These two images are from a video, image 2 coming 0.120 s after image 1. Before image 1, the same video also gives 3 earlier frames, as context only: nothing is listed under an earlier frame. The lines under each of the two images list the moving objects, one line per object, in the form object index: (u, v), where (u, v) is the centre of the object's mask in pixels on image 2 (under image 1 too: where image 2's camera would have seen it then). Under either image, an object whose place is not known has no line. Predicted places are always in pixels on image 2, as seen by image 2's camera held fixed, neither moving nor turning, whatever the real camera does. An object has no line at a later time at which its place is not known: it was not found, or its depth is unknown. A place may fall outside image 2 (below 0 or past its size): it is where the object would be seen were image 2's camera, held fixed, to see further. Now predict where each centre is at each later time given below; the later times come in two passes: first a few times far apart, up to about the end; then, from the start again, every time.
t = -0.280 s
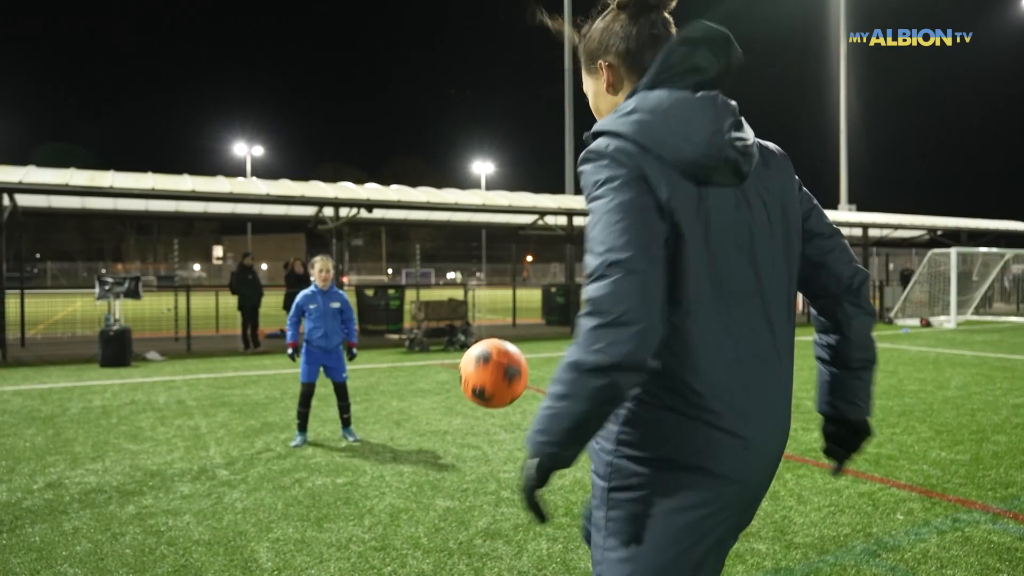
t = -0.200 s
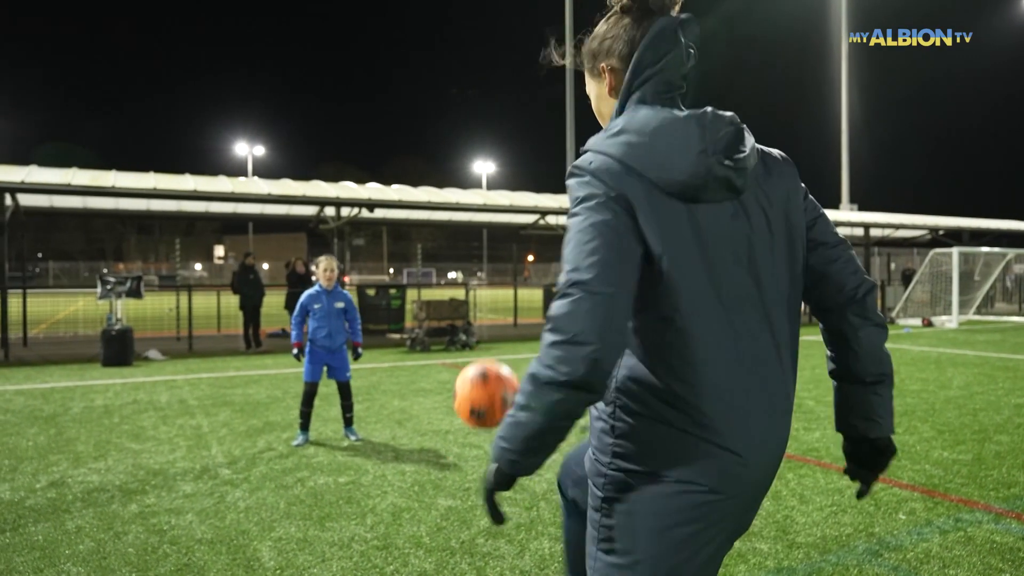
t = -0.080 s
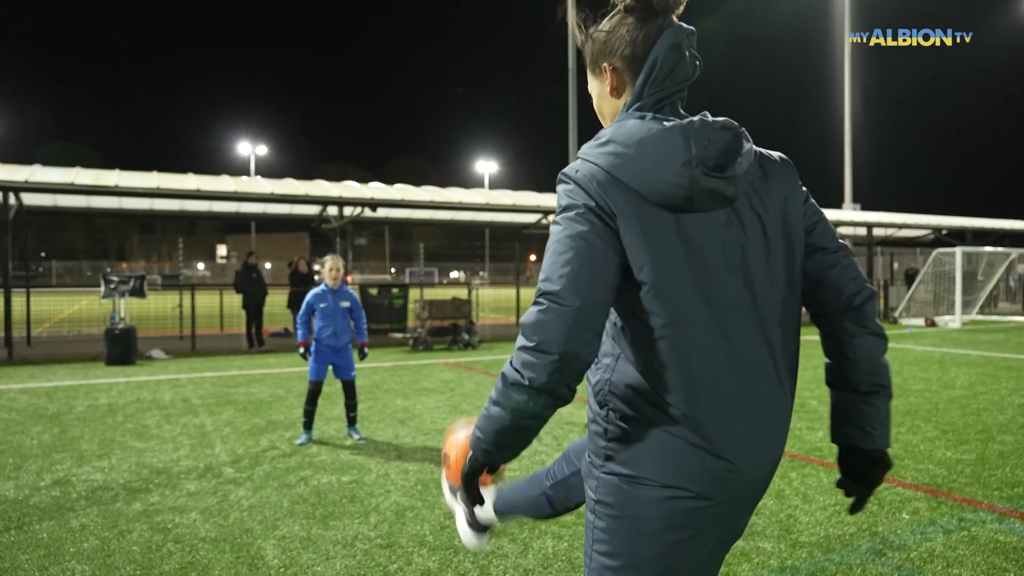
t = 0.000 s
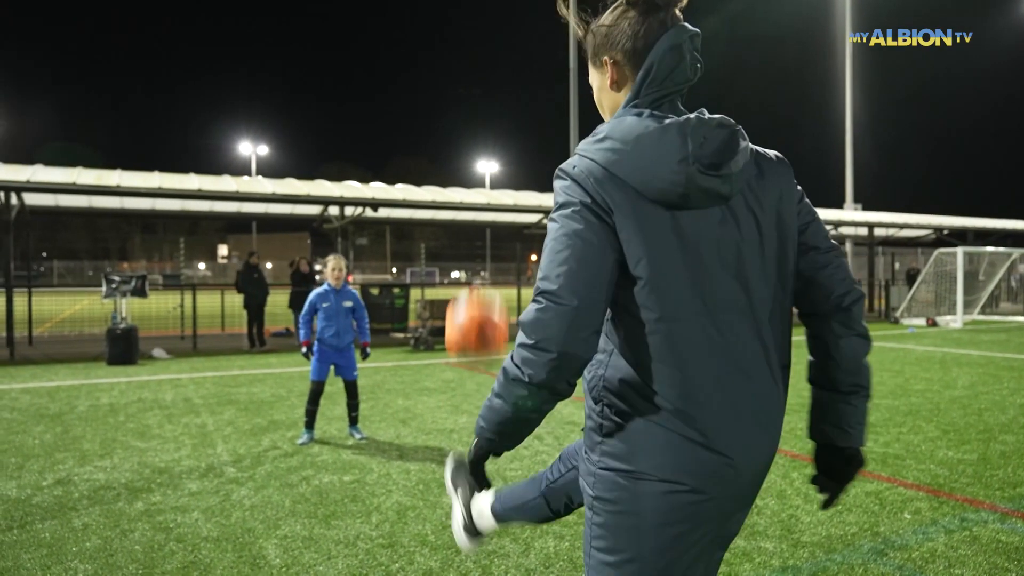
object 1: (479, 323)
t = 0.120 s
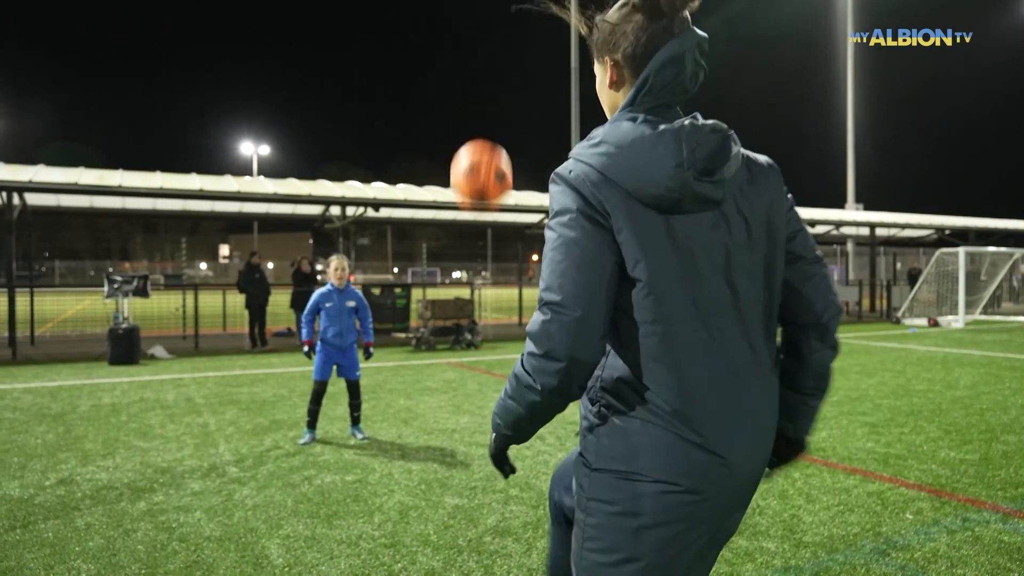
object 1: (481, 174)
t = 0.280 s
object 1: (479, 64)
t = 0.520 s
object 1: (465, 47)
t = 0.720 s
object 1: (444, 152)
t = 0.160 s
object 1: (480, 138)
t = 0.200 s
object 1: (481, 108)
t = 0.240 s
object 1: (480, 84)
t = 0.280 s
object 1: (479, 64)
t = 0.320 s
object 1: (478, 49)
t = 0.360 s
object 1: (476, 40)
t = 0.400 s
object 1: (474, 35)
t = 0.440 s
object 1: (471, 35)
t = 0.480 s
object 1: (468, 39)
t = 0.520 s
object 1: (465, 47)
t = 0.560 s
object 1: (460, 60)
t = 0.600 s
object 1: (456, 77)
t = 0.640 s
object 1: (452, 98)
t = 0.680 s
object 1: (448, 123)
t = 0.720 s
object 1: (444, 152)
